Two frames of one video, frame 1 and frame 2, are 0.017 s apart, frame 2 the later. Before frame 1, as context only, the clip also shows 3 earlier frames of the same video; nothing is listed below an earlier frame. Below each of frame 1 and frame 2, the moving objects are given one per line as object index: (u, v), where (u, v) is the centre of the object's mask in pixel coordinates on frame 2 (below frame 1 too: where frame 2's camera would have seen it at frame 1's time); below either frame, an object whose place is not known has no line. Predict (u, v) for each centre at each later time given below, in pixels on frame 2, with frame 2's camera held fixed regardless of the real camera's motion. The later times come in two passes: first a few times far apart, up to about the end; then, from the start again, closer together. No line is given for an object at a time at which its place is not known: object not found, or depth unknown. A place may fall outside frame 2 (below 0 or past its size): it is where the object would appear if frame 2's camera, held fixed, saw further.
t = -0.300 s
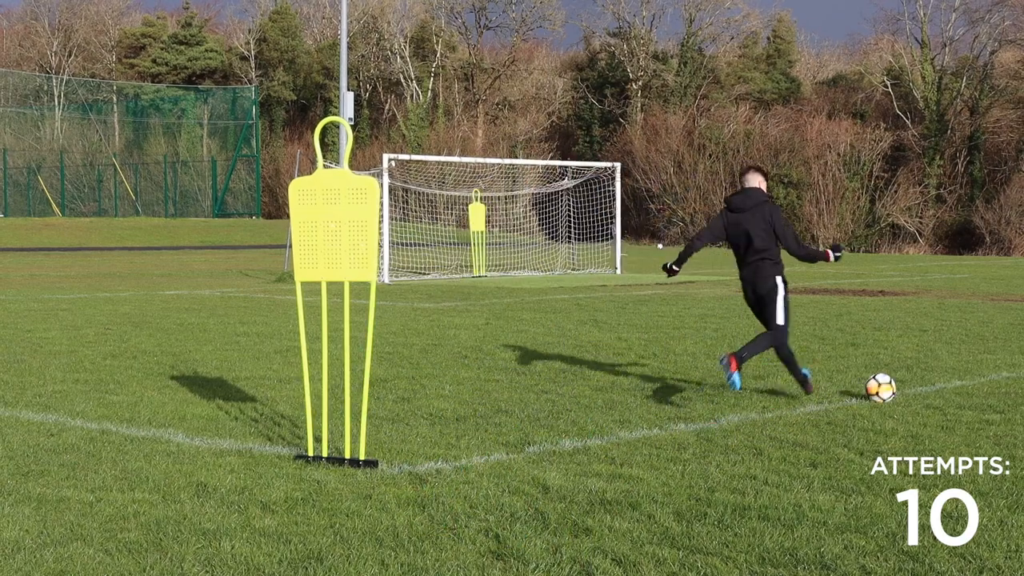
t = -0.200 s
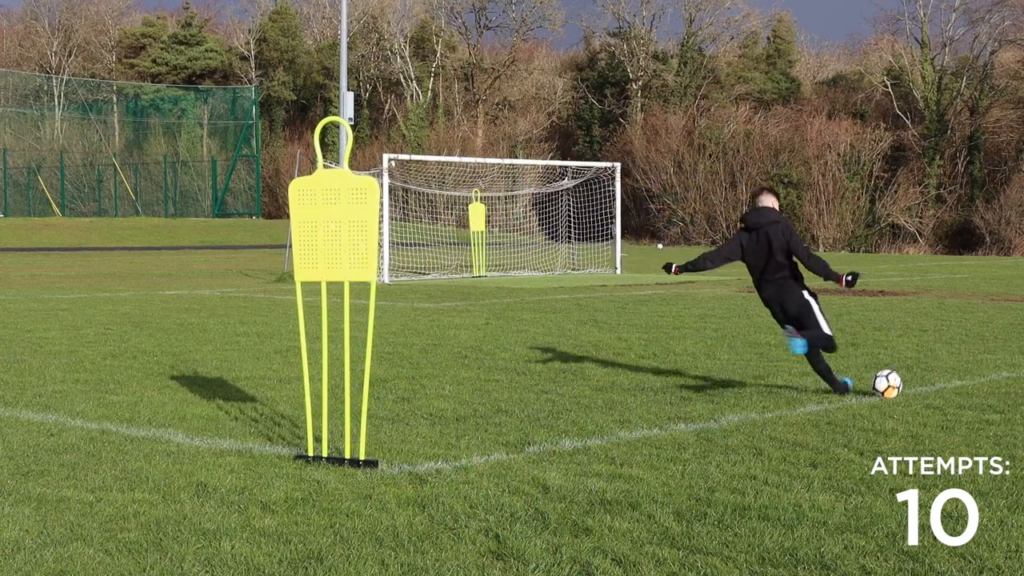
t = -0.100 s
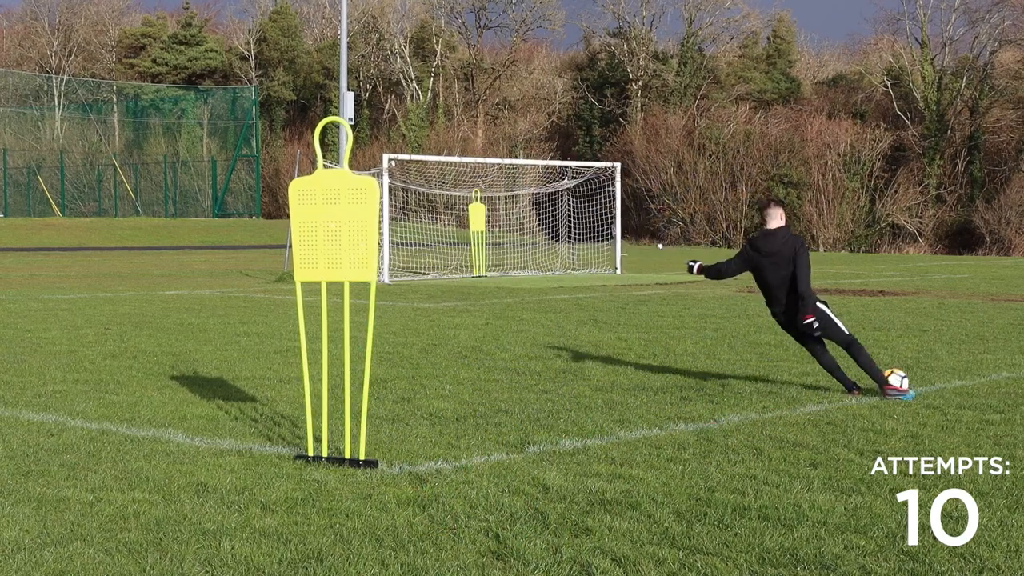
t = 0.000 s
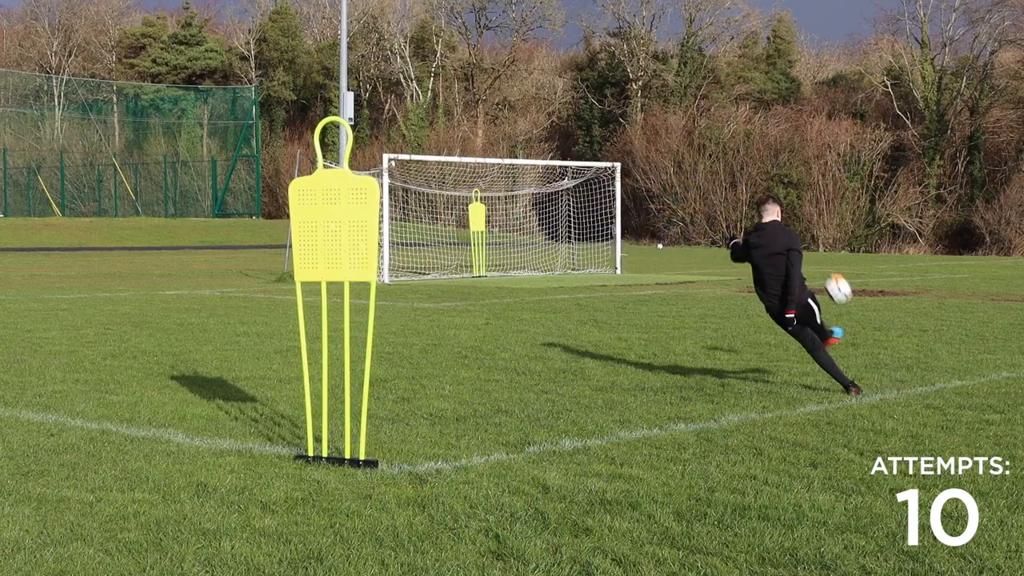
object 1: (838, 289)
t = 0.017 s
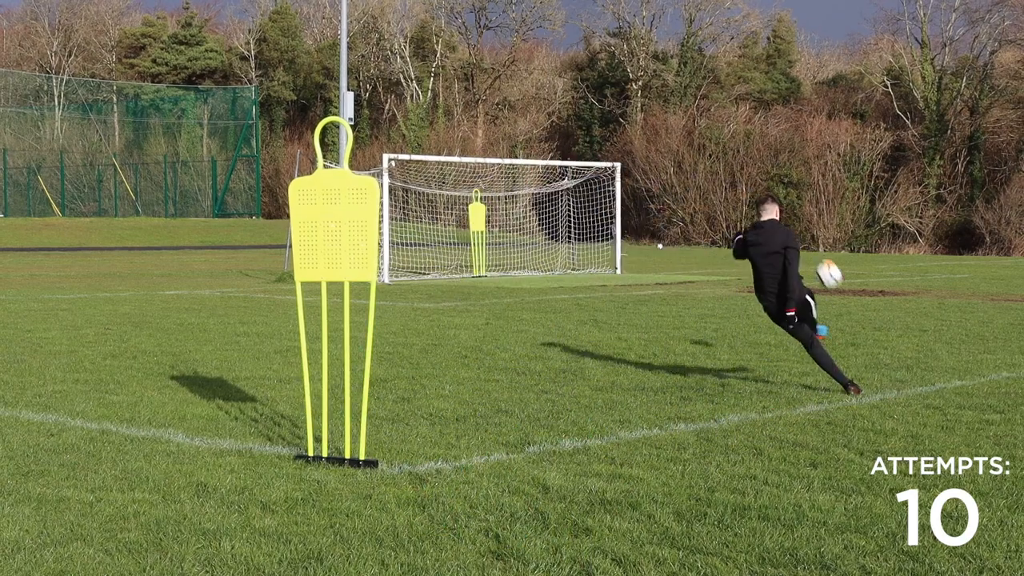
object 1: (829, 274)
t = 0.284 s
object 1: (729, 133)
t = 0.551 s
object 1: (679, 102)
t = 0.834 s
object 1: (639, 119)
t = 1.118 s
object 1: (609, 166)
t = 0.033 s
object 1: (820, 260)
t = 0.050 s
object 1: (812, 247)
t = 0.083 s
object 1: (796, 224)
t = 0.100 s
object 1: (789, 213)
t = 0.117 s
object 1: (782, 203)
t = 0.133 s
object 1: (775, 194)
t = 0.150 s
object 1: (769, 185)
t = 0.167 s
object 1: (763, 177)
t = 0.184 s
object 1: (757, 169)
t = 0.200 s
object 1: (752, 162)
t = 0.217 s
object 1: (747, 155)
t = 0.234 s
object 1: (742, 149)
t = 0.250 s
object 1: (737, 143)
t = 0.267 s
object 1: (733, 138)
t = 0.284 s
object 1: (729, 133)
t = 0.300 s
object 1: (725, 129)
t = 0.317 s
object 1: (721, 125)
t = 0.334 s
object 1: (717, 121)
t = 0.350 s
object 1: (714, 118)
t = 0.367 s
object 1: (711, 114)
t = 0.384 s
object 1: (708, 112)
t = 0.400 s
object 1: (704, 110)
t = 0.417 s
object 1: (702, 109)
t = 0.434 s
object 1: (699, 107)
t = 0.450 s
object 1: (695, 106)
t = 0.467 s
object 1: (693, 104)
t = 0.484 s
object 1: (690, 103)
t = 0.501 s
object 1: (687, 103)
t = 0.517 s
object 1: (685, 102)
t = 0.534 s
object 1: (682, 102)
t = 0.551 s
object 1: (679, 102)
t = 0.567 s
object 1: (676, 102)
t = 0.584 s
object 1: (673, 102)
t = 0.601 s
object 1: (671, 102)
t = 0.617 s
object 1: (668, 103)
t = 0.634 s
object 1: (666, 103)
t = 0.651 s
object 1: (664, 104)
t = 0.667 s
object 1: (661, 104)
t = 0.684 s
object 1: (659, 105)
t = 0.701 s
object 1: (657, 106)
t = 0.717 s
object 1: (654, 108)
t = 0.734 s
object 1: (652, 109)
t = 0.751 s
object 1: (649, 110)
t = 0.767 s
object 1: (647, 112)
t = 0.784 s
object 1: (645, 114)
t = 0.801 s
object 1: (643, 116)
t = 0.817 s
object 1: (640, 118)
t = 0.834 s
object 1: (639, 119)
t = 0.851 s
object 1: (636, 122)
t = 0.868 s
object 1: (634, 124)
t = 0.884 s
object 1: (632, 126)
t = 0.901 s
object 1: (630, 128)
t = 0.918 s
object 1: (628, 131)
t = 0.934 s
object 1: (626, 134)
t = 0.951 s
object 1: (624, 136)
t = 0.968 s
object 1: (622, 139)
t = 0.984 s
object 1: (620, 142)
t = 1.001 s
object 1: (619, 144)
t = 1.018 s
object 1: (617, 147)
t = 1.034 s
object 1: (615, 150)
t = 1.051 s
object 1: (614, 153)
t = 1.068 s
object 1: (613, 156)
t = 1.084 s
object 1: (612, 159)
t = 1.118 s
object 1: (609, 166)
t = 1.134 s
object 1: (608, 169)
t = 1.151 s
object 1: (606, 172)
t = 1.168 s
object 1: (606, 176)
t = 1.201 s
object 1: (603, 183)
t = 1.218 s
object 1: (602, 188)
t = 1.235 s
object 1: (601, 191)
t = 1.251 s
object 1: (600, 195)
